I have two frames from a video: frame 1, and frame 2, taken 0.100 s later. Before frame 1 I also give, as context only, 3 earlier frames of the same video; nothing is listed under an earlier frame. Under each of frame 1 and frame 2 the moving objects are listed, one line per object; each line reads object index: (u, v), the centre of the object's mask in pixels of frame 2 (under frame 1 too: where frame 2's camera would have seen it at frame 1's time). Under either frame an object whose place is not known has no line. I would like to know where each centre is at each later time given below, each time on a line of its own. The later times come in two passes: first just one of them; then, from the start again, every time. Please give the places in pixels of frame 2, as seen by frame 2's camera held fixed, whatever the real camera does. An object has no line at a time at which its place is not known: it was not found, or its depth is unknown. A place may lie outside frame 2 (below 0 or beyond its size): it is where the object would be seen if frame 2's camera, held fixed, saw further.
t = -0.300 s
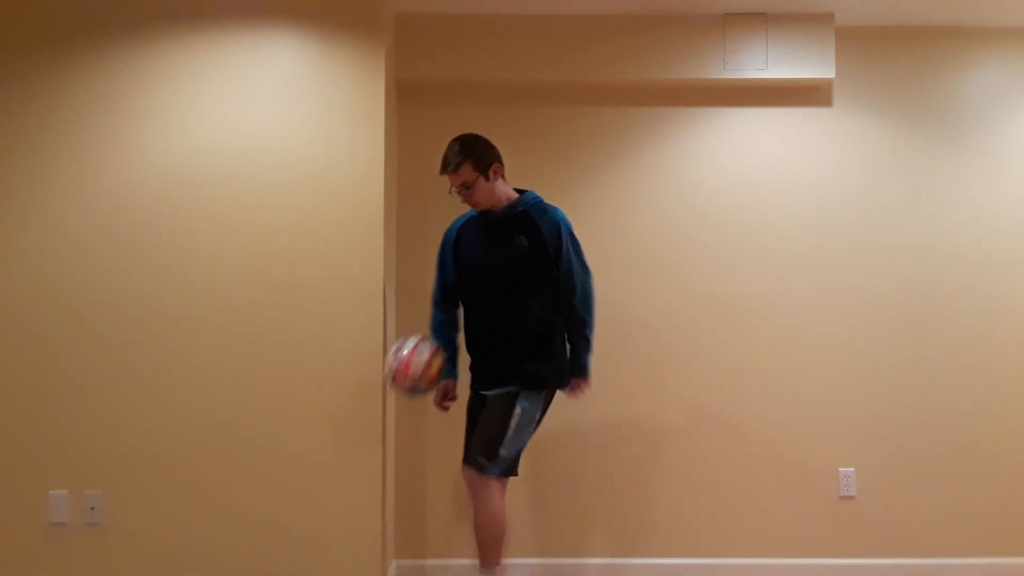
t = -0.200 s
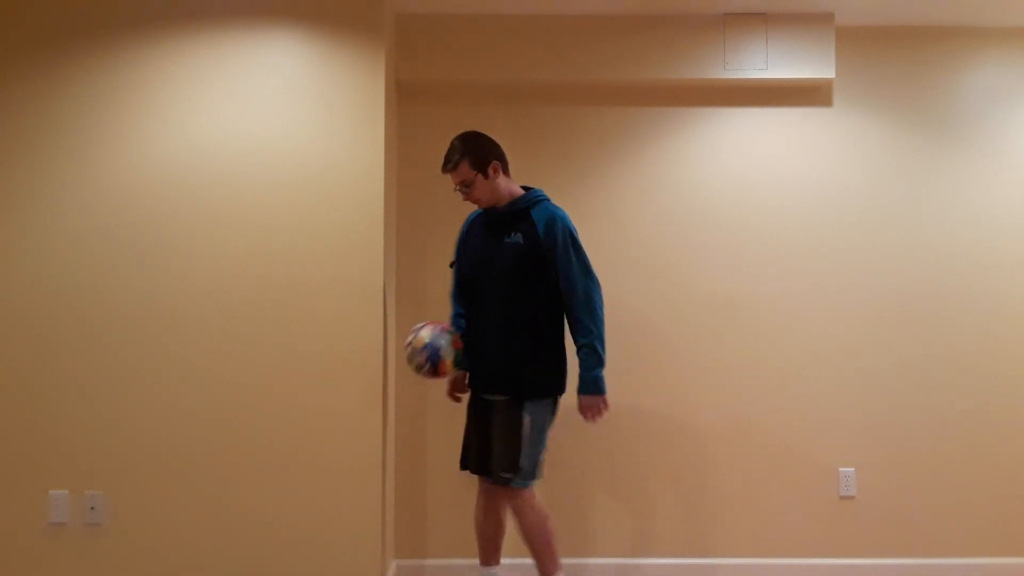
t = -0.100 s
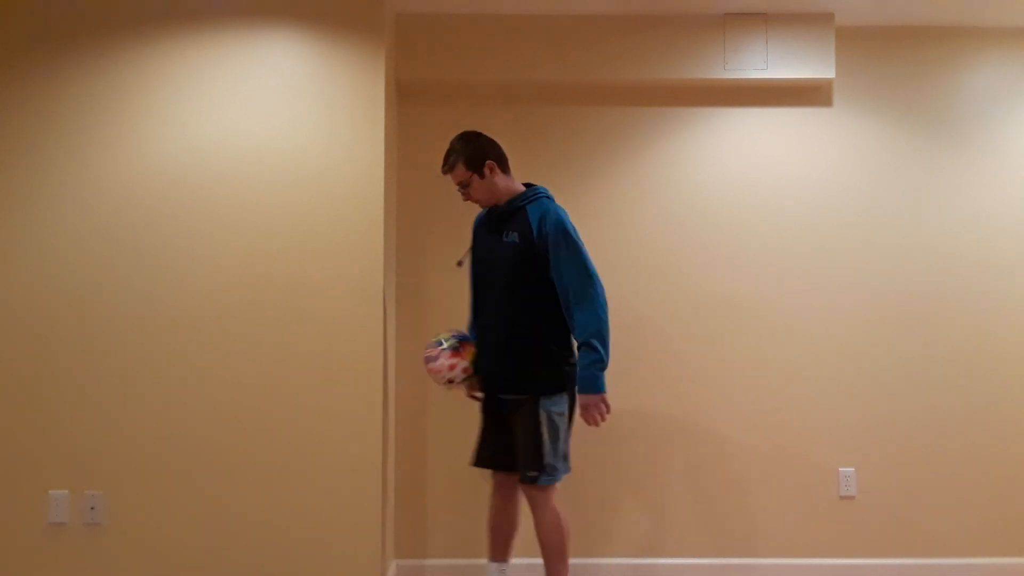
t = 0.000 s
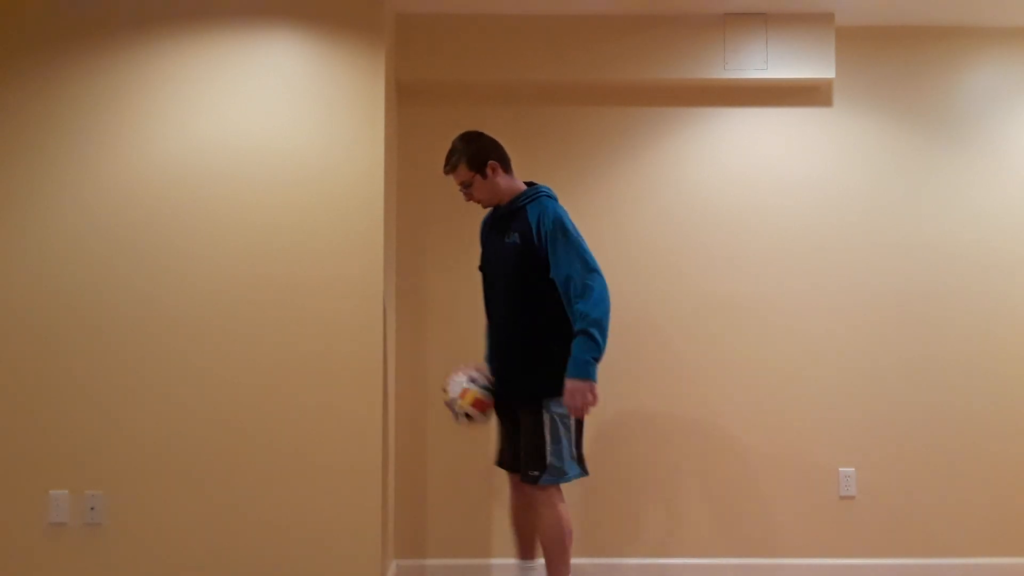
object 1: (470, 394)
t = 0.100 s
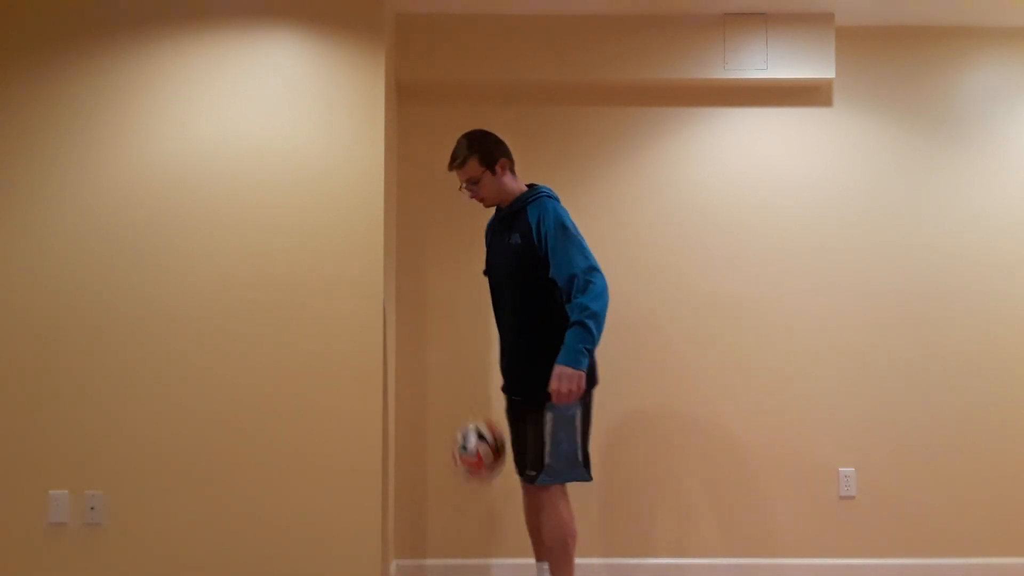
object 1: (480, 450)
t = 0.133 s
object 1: (481, 472)
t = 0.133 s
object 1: (481, 472)
